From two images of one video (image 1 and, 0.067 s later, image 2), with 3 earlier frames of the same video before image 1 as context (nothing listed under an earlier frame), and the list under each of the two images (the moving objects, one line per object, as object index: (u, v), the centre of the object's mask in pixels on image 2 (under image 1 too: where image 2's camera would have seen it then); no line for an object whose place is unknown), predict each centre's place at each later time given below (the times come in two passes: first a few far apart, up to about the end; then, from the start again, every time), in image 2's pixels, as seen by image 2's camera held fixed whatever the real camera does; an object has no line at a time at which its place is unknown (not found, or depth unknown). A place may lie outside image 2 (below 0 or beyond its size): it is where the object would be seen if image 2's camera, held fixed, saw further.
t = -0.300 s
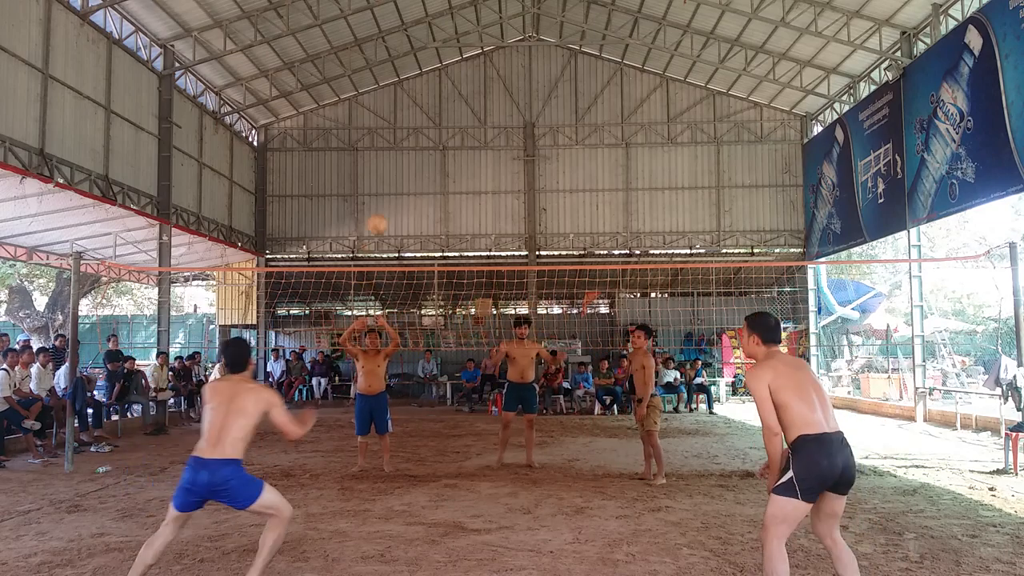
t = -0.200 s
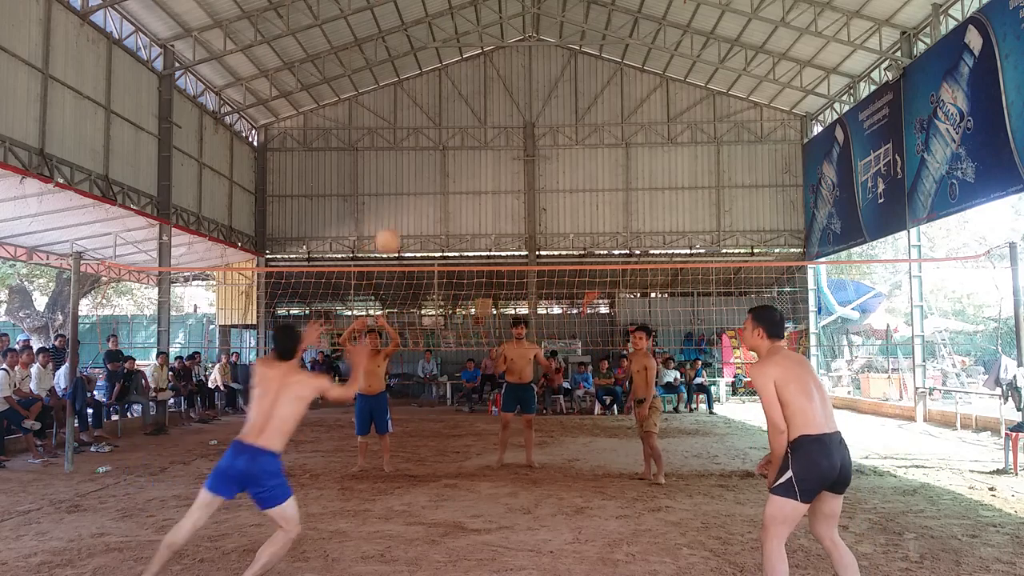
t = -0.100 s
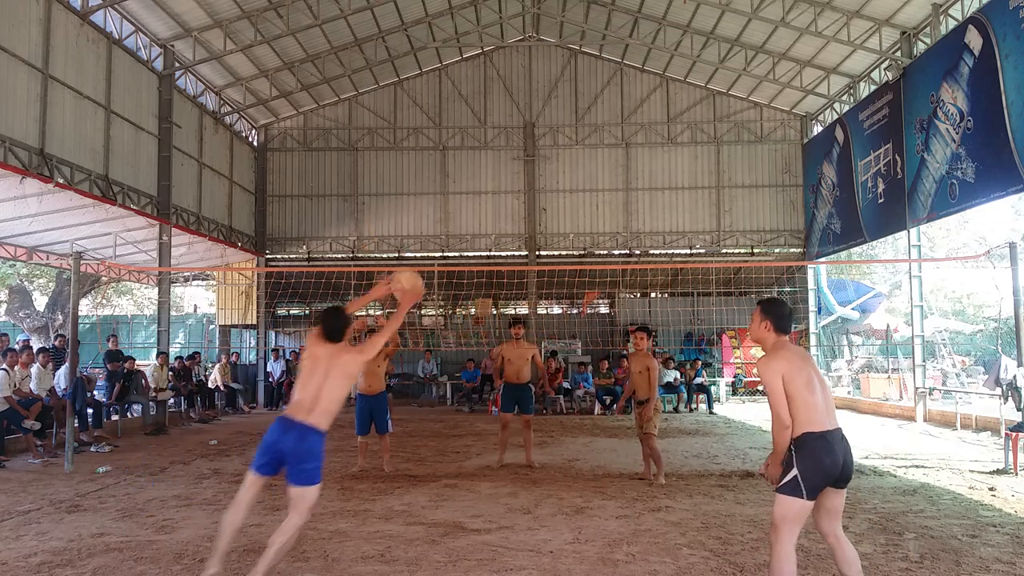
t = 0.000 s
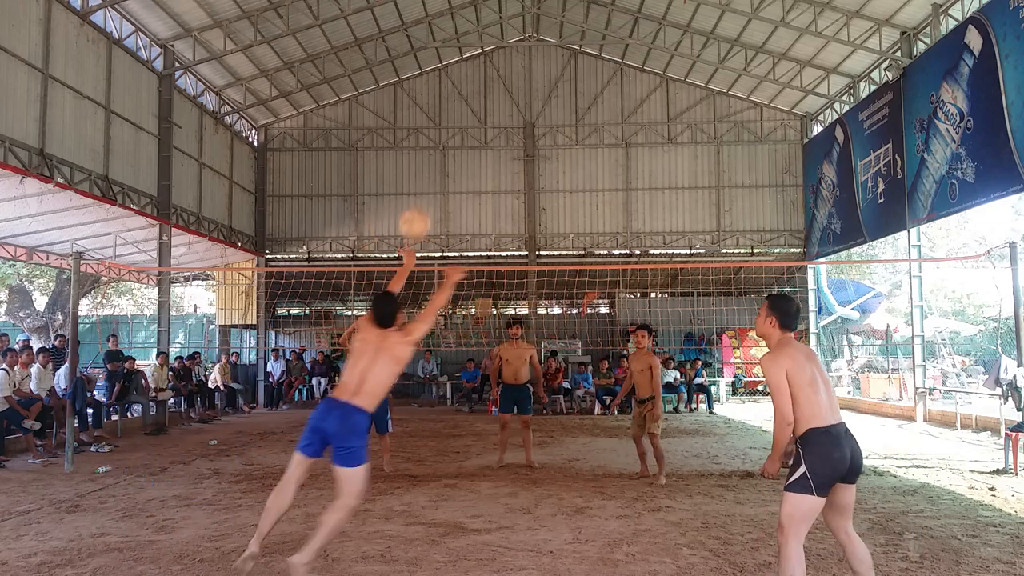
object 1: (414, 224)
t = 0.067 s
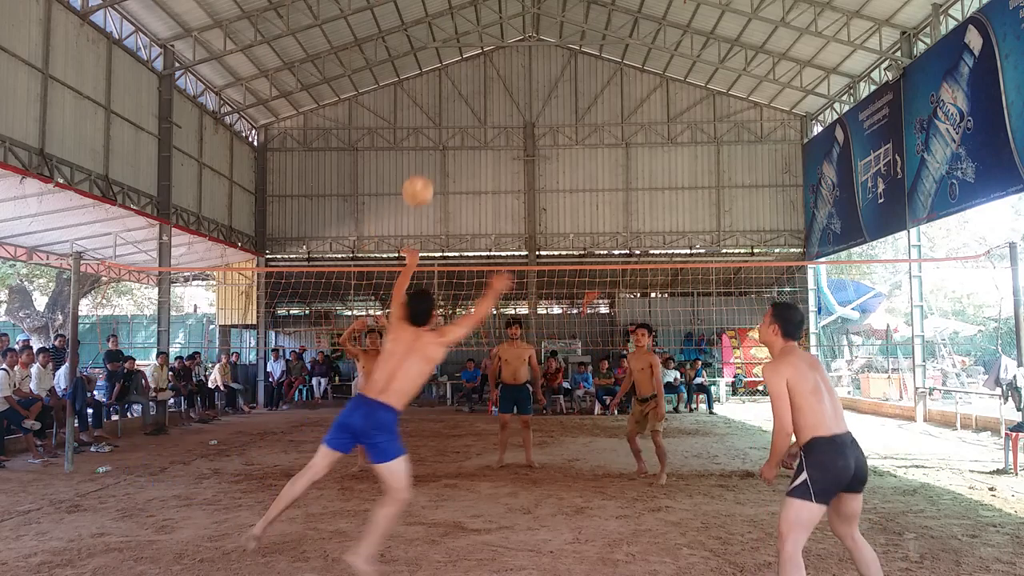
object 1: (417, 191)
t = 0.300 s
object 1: (426, 128)
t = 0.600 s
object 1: (435, 153)
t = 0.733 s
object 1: (438, 196)
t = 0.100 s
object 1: (419, 178)
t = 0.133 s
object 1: (420, 165)
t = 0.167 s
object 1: (422, 155)
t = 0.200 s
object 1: (423, 145)
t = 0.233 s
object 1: (424, 138)
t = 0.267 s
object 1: (425, 133)
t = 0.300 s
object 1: (426, 128)
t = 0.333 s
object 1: (428, 126)
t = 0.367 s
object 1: (429, 124)
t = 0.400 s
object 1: (430, 124)
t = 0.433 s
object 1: (431, 126)
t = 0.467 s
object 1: (432, 128)
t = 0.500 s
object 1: (432, 132)
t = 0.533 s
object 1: (433, 138)
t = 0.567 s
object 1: (434, 145)
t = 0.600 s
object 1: (435, 153)
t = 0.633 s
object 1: (436, 161)
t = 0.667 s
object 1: (436, 172)
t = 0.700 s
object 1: (437, 183)
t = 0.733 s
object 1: (438, 196)
